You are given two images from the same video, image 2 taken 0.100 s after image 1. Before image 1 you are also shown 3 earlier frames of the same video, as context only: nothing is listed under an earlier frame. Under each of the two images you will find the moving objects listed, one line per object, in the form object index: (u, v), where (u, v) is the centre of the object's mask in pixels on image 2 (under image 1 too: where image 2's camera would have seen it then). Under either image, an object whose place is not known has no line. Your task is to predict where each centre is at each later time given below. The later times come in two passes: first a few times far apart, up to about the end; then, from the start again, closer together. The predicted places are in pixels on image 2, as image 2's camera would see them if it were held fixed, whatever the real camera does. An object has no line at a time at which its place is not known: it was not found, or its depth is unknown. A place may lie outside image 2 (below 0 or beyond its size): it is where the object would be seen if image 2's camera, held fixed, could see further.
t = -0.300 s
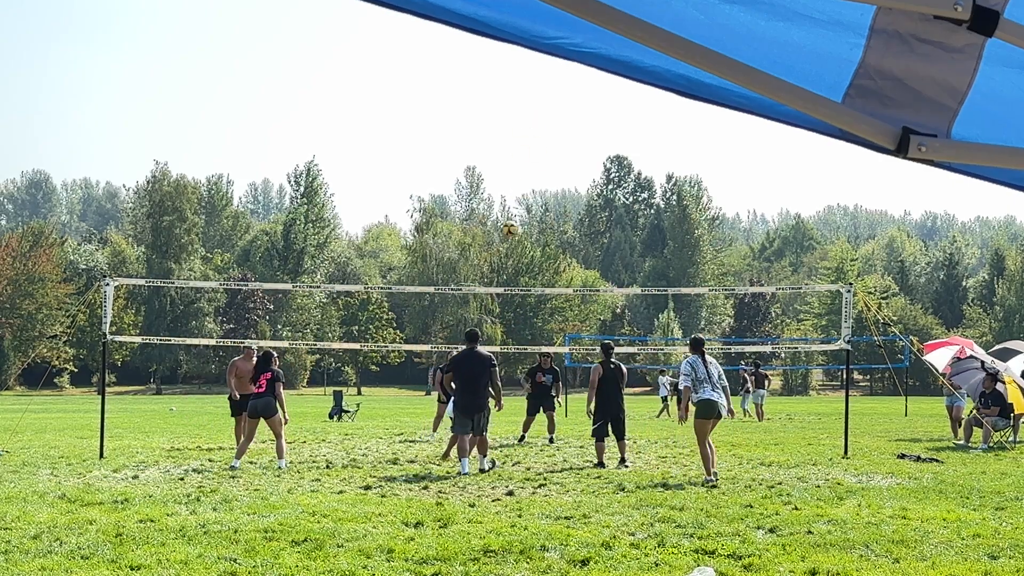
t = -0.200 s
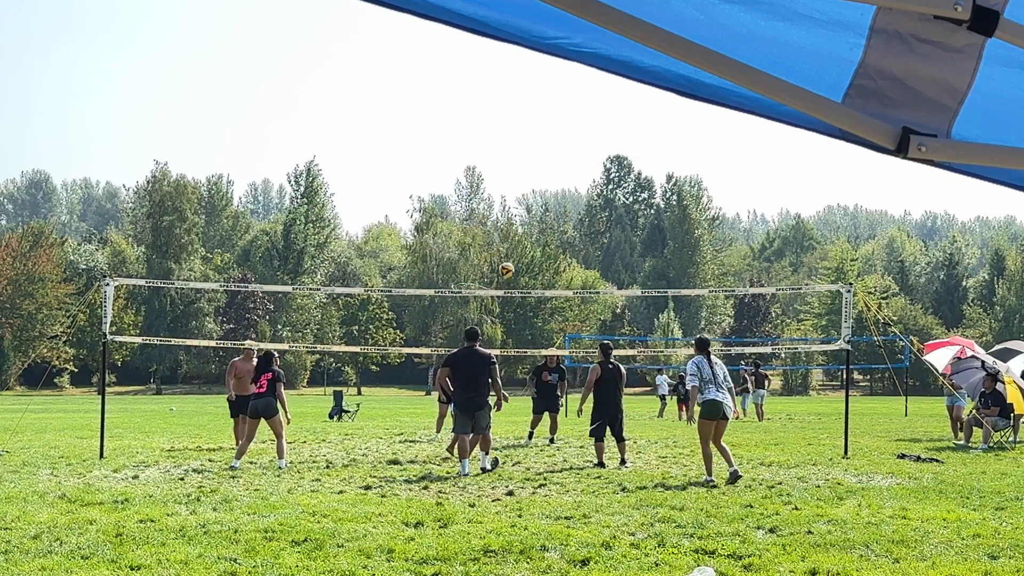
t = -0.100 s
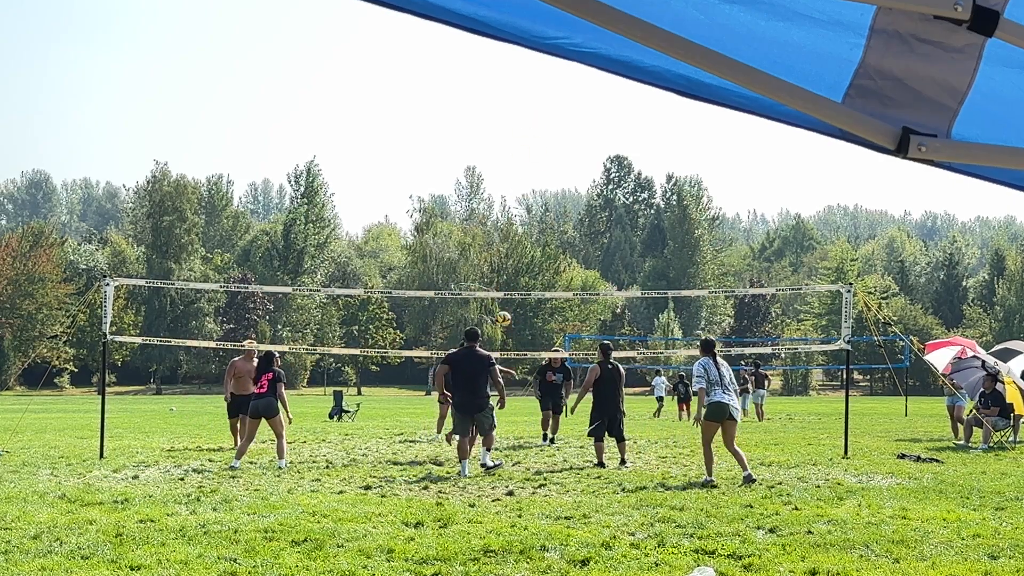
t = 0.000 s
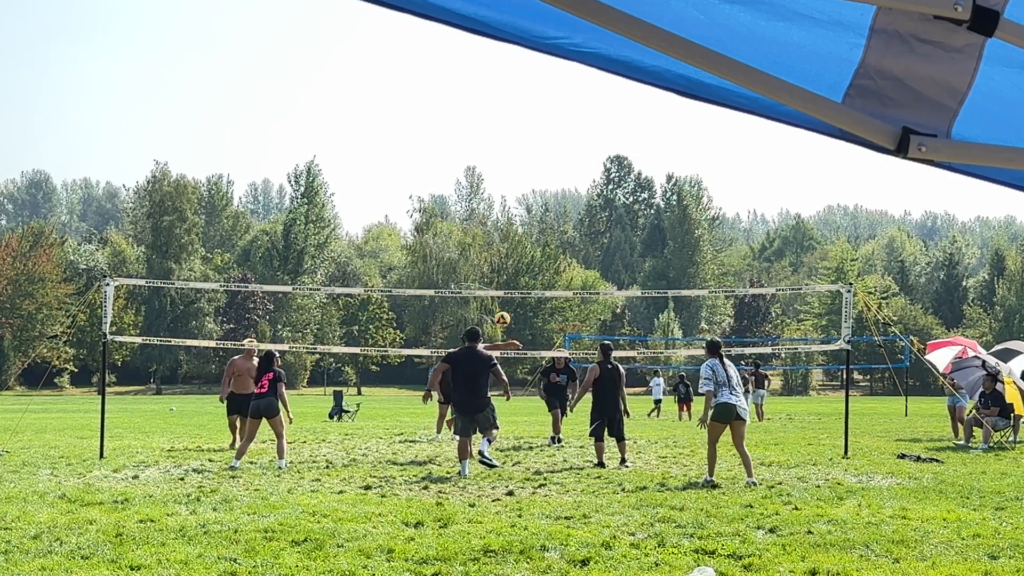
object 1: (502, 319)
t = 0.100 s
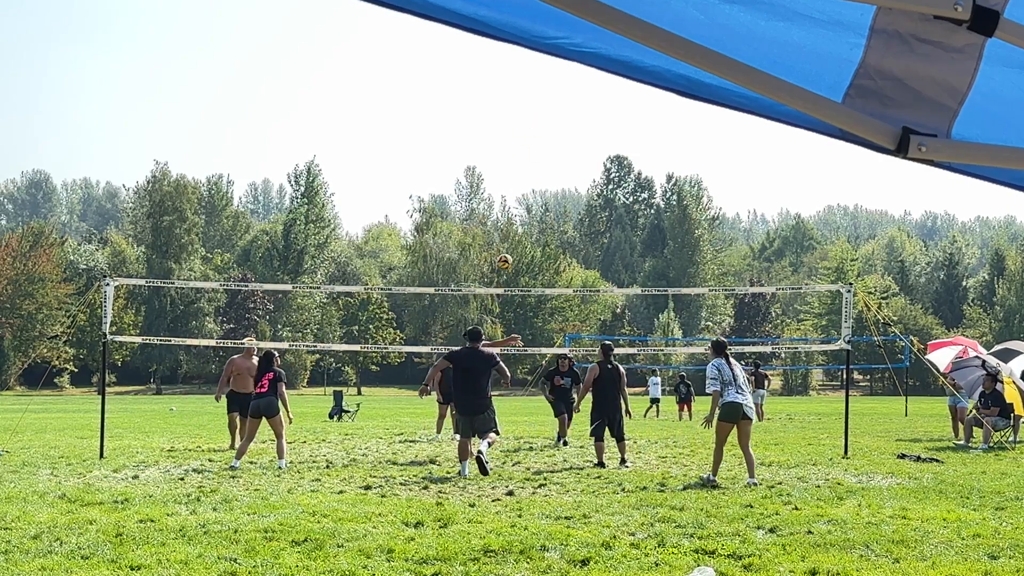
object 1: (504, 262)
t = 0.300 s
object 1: (509, 171)
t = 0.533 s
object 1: (514, 106)
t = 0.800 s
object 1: (520, 80)
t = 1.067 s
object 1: (525, 102)
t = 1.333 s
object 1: (530, 169)
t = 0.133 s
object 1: (505, 244)
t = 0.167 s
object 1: (505, 228)
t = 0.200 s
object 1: (506, 212)
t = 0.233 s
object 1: (507, 198)
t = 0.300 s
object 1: (509, 171)
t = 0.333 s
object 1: (509, 159)
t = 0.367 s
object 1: (510, 148)
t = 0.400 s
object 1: (511, 138)
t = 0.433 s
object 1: (512, 129)
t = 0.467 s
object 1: (512, 120)
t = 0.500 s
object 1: (513, 113)
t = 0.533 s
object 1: (514, 106)
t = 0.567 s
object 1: (515, 100)
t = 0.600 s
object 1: (516, 95)
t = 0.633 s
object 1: (516, 91)
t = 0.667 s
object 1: (517, 87)
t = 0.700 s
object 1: (518, 84)
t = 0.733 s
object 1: (518, 82)
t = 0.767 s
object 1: (519, 81)
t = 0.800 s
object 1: (520, 80)
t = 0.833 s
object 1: (520, 81)
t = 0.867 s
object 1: (521, 82)
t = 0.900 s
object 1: (522, 83)
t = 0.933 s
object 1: (522, 86)
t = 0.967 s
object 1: (523, 89)
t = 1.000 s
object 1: (523, 92)
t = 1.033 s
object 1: (524, 97)
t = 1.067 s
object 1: (525, 102)
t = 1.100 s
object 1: (526, 108)
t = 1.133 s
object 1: (526, 115)
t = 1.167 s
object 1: (527, 122)
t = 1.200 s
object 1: (527, 130)
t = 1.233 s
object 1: (528, 139)
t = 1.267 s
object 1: (529, 148)
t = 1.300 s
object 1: (529, 158)
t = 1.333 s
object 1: (530, 169)
